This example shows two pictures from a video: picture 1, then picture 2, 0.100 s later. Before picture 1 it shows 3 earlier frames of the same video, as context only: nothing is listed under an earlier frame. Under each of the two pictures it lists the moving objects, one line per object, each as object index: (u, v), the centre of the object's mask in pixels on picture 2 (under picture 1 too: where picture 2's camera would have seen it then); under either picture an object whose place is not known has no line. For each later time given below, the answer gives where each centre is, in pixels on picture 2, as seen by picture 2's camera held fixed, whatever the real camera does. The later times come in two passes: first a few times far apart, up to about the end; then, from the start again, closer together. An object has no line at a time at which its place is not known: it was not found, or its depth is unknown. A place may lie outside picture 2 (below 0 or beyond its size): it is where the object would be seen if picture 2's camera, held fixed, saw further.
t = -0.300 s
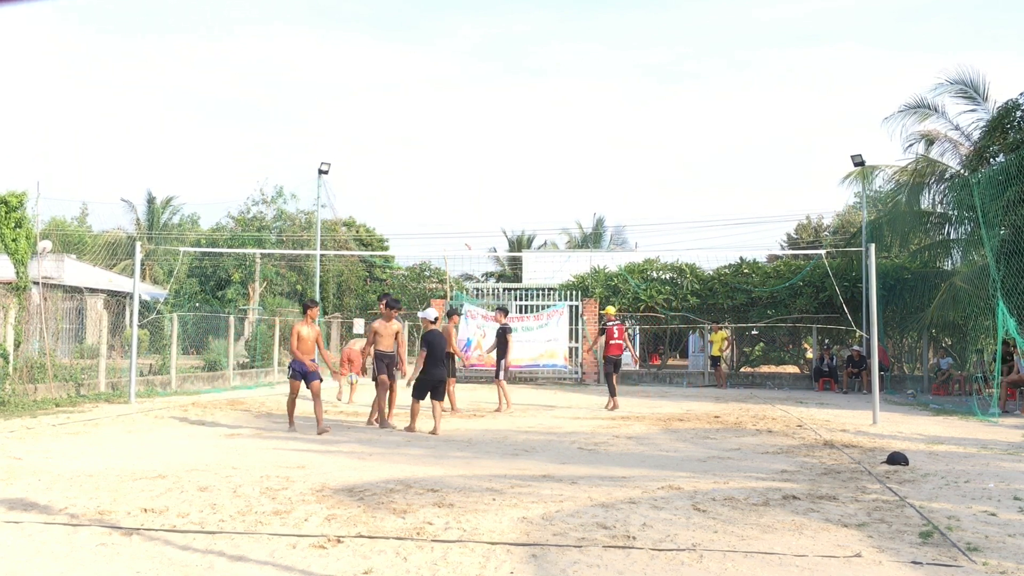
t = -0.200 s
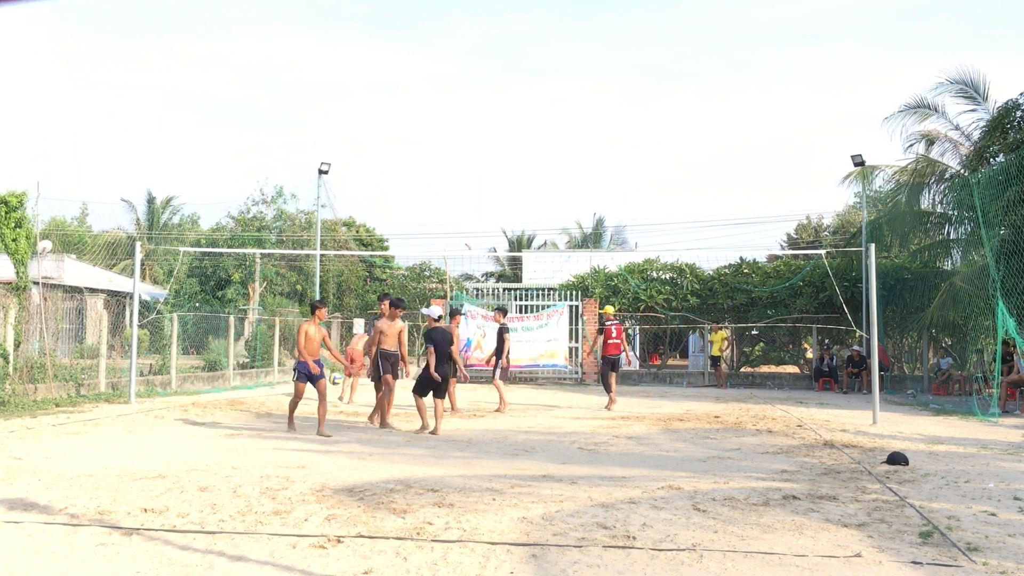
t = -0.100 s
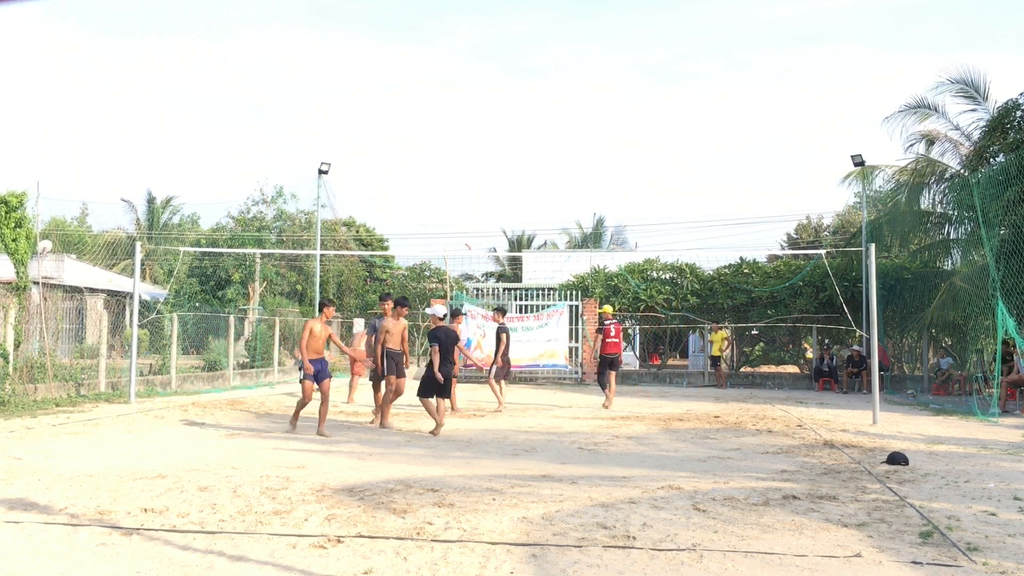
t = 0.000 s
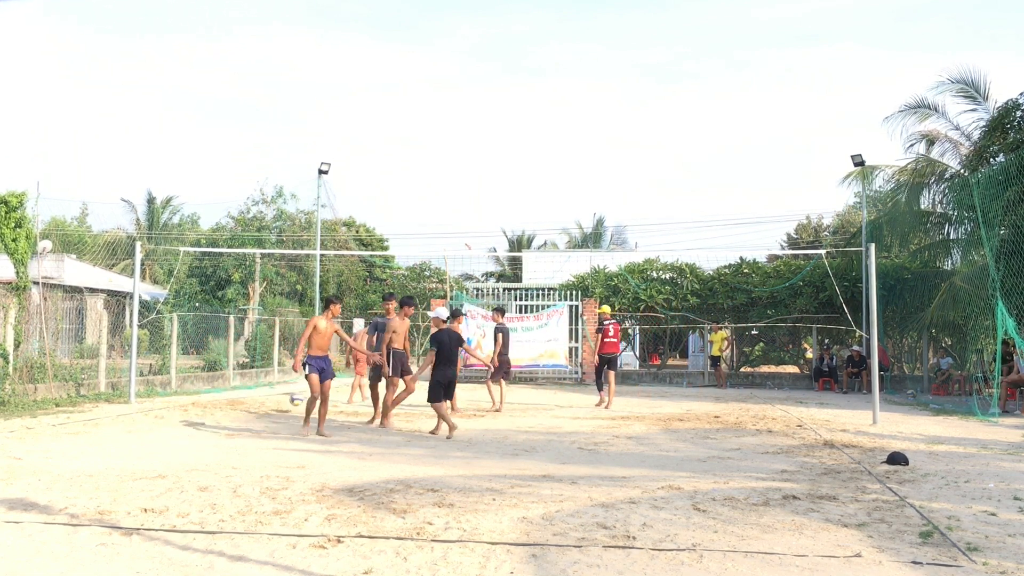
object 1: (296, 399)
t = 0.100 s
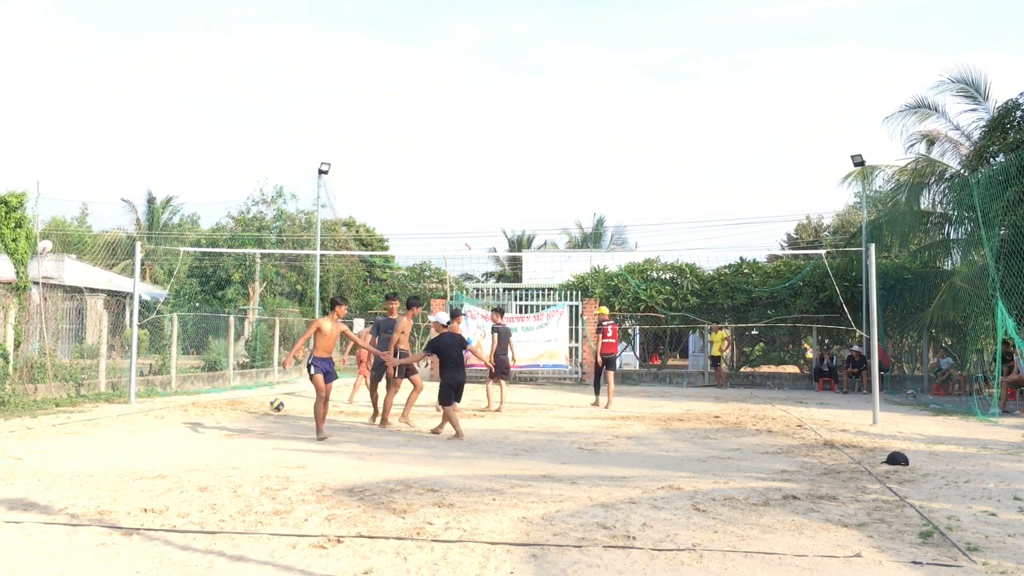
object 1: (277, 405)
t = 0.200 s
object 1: (259, 401)
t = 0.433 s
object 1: (212, 419)
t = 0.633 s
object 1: (167, 414)
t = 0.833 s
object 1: (121, 424)
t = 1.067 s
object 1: (68, 435)
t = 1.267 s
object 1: (15, 442)
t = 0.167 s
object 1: (264, 402)
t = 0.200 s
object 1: (259, 401)
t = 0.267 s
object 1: (246, 403)
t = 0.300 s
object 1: (239, 403)
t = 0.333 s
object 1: (233, 406)
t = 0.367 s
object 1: (226, 410)
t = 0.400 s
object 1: (219, 414)
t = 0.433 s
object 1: (212, 419)
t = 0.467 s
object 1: (205, 417)
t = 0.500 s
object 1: (198, 415)
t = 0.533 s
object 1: (190, 413)
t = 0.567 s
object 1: (183, 413)
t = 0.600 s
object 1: (175, 413)
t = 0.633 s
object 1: (167, 414)
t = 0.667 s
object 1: (159, 417)
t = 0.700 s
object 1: (151, 421)
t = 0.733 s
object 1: (142, 425)
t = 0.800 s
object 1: (128, 425)
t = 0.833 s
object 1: (121, 424)
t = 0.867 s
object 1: (114, 422)
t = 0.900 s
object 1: (107, 423)
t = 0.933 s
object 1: (99, 425)
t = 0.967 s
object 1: (92, 427)
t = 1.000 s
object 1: (84, 431)
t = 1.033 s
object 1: (75, 436)
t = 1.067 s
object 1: (68, 435)
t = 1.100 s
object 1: (60, 434)
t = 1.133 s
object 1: (51, 433)
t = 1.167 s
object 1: (42, 433)
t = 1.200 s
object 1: (34, 435)
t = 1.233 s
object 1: (25, 438)
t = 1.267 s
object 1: (15, 442)
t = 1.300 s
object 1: (8, 445)
